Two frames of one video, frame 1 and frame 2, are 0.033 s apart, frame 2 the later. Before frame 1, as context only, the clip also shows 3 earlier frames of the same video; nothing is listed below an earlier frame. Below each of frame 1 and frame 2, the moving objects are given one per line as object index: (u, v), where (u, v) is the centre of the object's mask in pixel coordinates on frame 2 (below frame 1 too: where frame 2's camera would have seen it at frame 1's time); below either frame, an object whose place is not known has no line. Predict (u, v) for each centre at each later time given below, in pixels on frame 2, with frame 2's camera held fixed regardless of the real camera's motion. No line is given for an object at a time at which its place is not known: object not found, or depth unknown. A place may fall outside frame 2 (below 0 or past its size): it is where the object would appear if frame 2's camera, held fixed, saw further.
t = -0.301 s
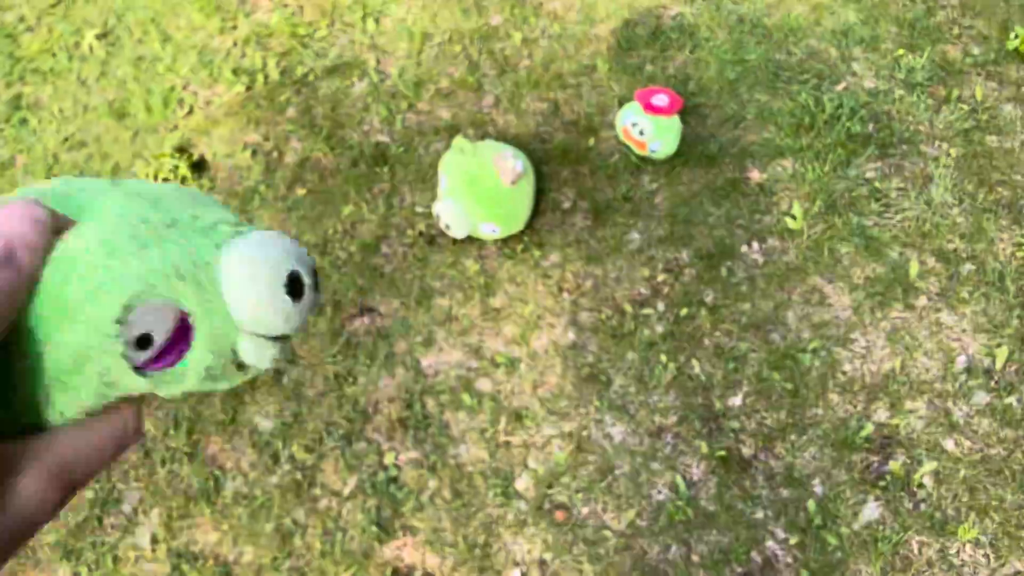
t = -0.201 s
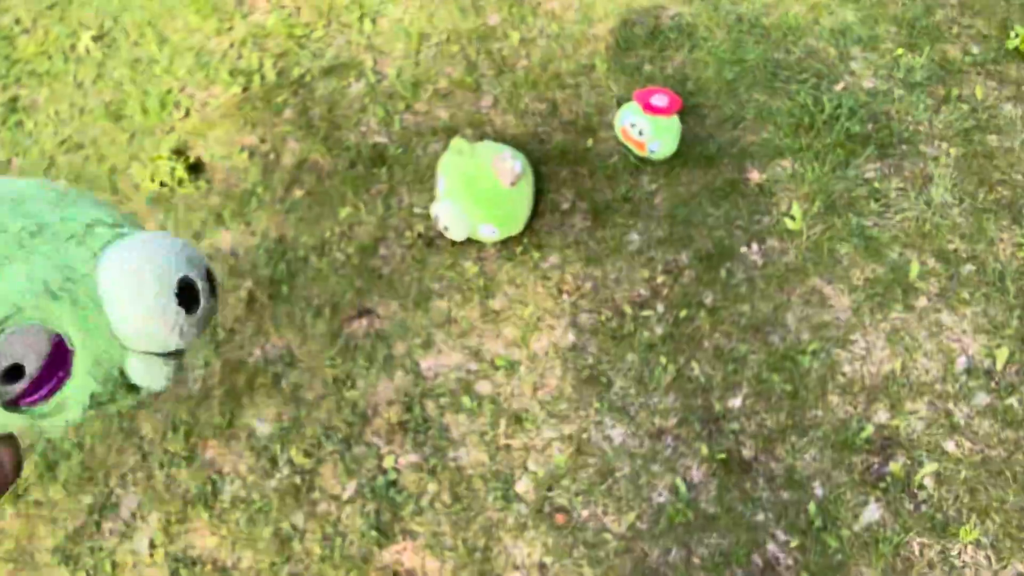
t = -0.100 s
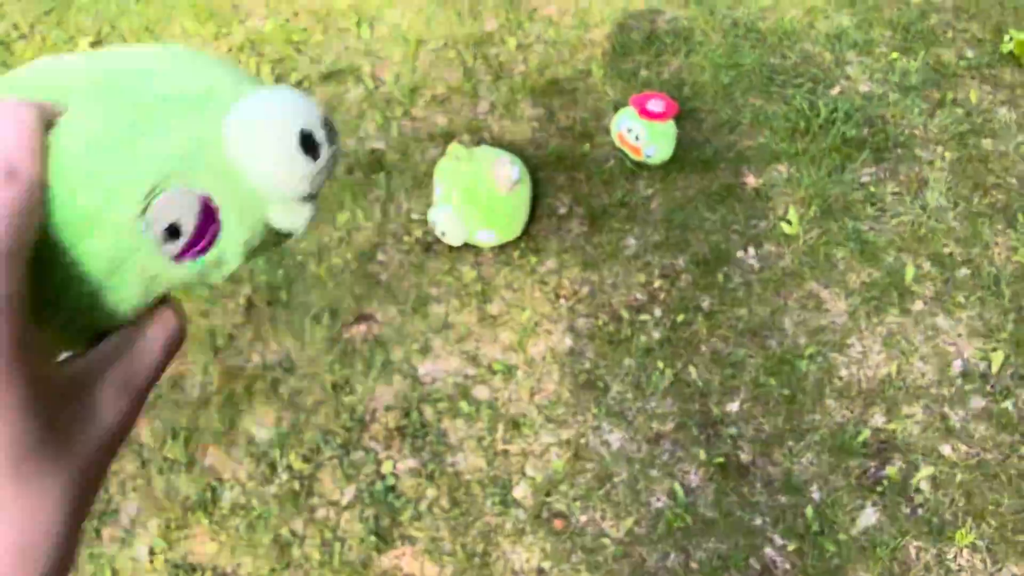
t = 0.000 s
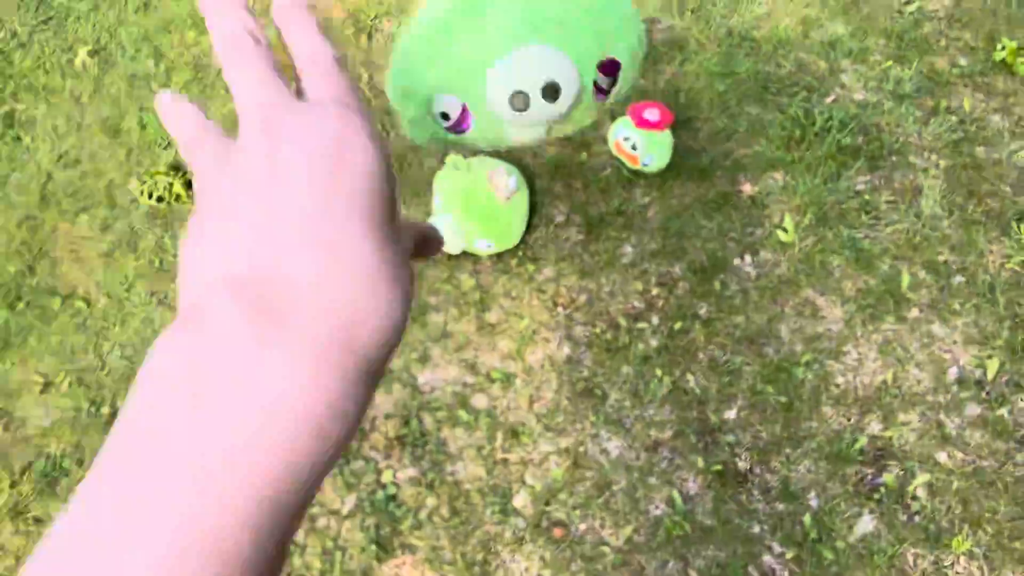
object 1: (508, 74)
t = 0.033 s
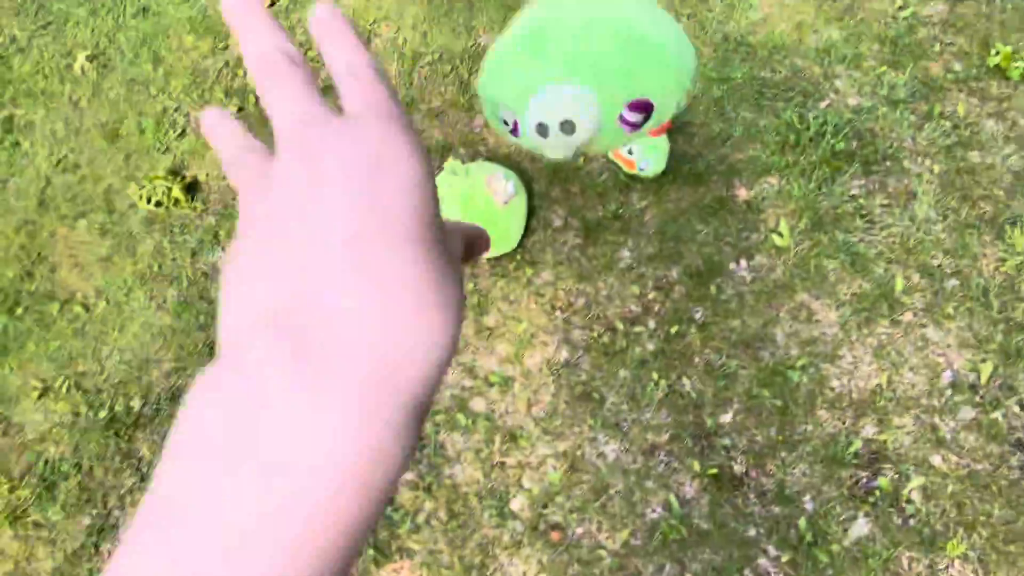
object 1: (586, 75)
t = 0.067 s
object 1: (640, 96)
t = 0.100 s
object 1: (680, 122)
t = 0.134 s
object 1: (708, 152)
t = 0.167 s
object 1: (727, 184)
